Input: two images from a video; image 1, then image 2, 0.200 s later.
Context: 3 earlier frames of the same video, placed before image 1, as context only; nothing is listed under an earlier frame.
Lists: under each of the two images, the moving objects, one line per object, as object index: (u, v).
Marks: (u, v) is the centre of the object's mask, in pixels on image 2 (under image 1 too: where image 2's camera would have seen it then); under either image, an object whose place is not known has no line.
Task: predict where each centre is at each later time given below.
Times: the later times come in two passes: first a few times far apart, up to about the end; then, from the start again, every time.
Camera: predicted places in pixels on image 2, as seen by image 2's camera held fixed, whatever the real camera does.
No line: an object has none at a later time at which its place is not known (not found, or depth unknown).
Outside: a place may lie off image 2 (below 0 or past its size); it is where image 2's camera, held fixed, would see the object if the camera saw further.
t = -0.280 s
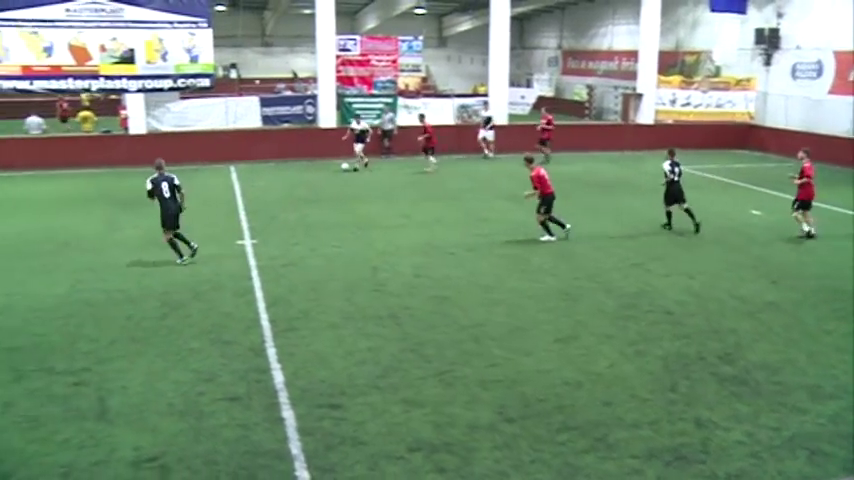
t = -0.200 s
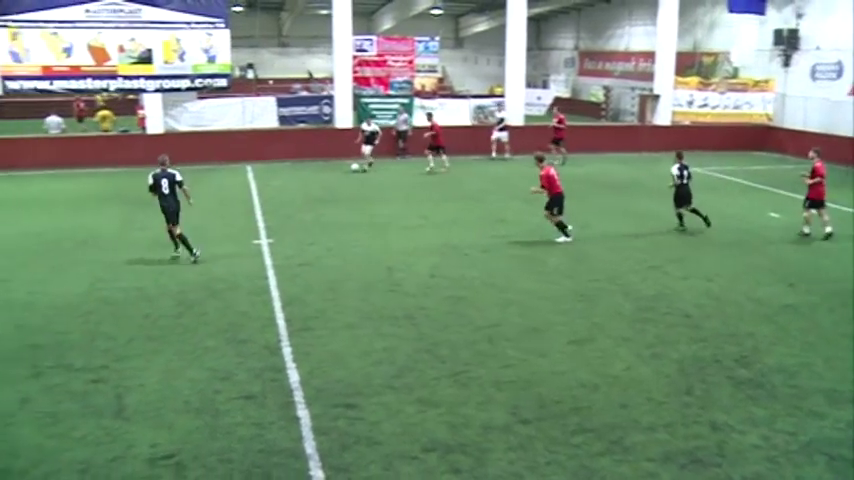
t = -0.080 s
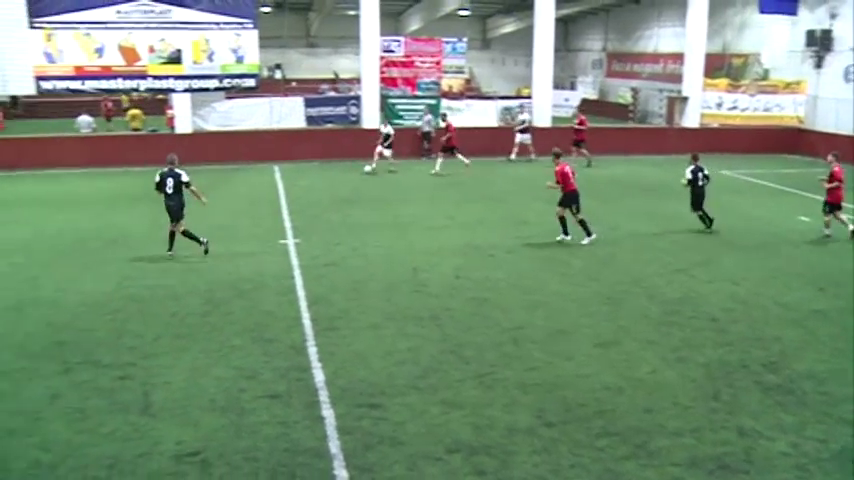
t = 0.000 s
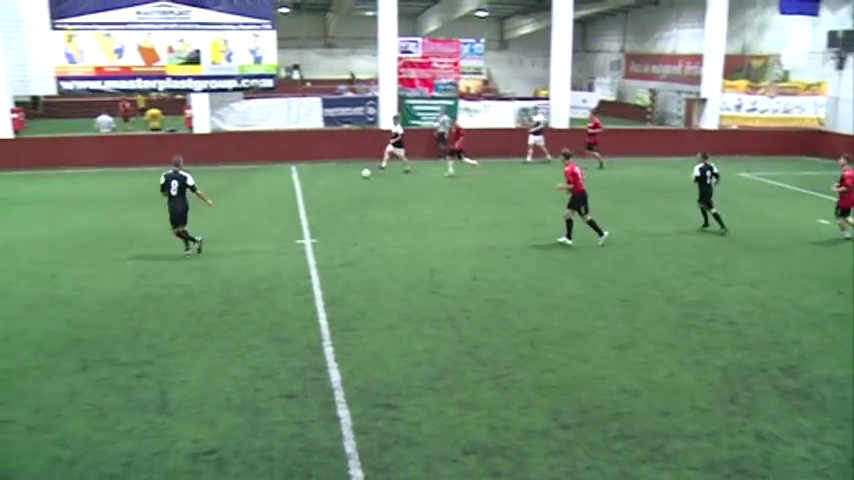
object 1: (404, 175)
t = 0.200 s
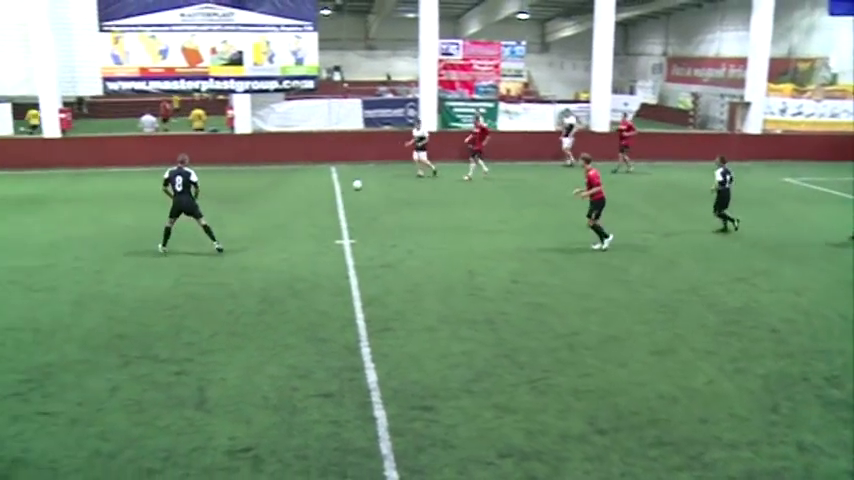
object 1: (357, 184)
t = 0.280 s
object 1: (340, 188)
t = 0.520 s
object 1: (285, 199)
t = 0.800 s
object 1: (223, 214)
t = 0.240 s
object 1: (348, 187)
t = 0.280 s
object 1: (340, 188)
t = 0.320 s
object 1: (329, 189)
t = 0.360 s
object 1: (320, 192)
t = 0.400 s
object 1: (311, 194)
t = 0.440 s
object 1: (302, 196)
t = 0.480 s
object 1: (293, 197)
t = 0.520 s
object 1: (285, 199)
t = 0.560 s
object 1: (276, 202)
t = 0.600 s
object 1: (267, 205)
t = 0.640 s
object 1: (258, 206)
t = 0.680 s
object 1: (250, 207)
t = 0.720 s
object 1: (241, 209)
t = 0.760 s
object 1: (232, 212)
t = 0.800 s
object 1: (223, 214)
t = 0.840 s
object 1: (214, 216)
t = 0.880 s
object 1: (205, 219)
